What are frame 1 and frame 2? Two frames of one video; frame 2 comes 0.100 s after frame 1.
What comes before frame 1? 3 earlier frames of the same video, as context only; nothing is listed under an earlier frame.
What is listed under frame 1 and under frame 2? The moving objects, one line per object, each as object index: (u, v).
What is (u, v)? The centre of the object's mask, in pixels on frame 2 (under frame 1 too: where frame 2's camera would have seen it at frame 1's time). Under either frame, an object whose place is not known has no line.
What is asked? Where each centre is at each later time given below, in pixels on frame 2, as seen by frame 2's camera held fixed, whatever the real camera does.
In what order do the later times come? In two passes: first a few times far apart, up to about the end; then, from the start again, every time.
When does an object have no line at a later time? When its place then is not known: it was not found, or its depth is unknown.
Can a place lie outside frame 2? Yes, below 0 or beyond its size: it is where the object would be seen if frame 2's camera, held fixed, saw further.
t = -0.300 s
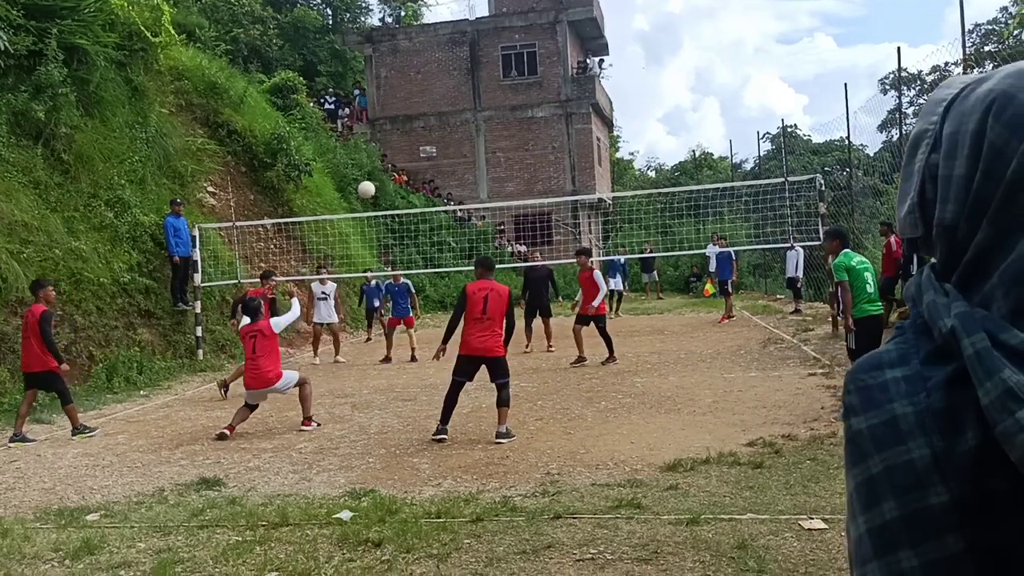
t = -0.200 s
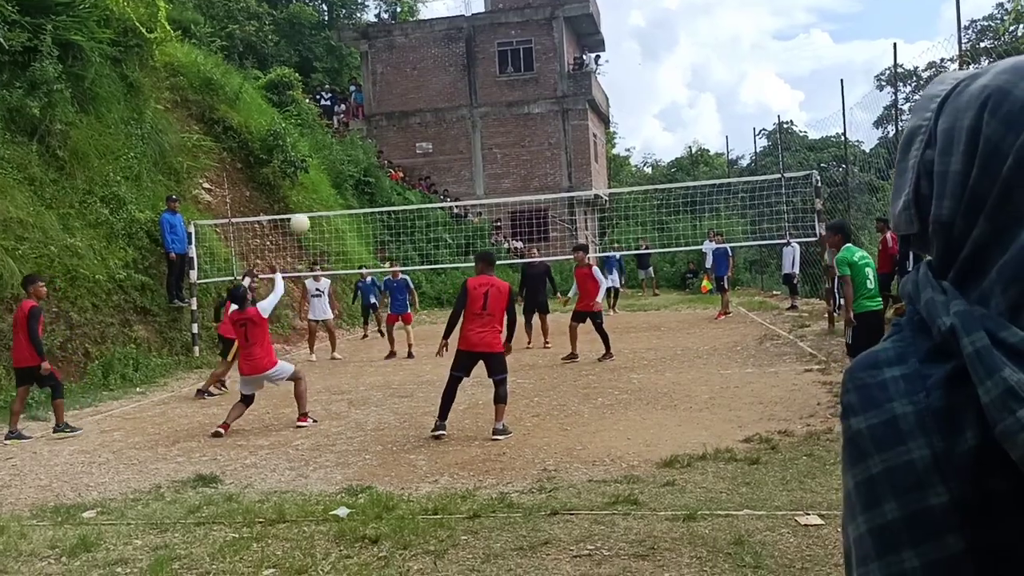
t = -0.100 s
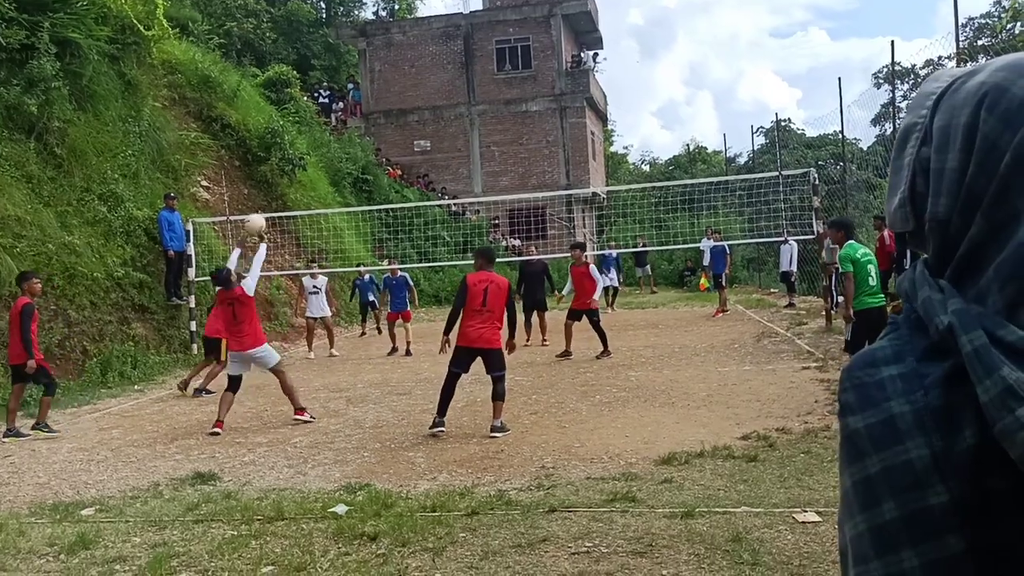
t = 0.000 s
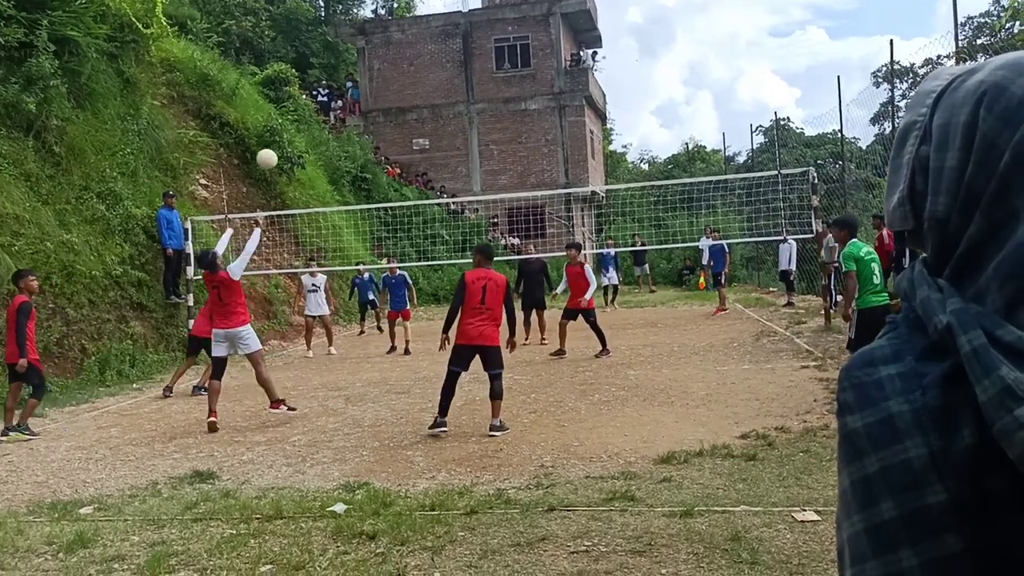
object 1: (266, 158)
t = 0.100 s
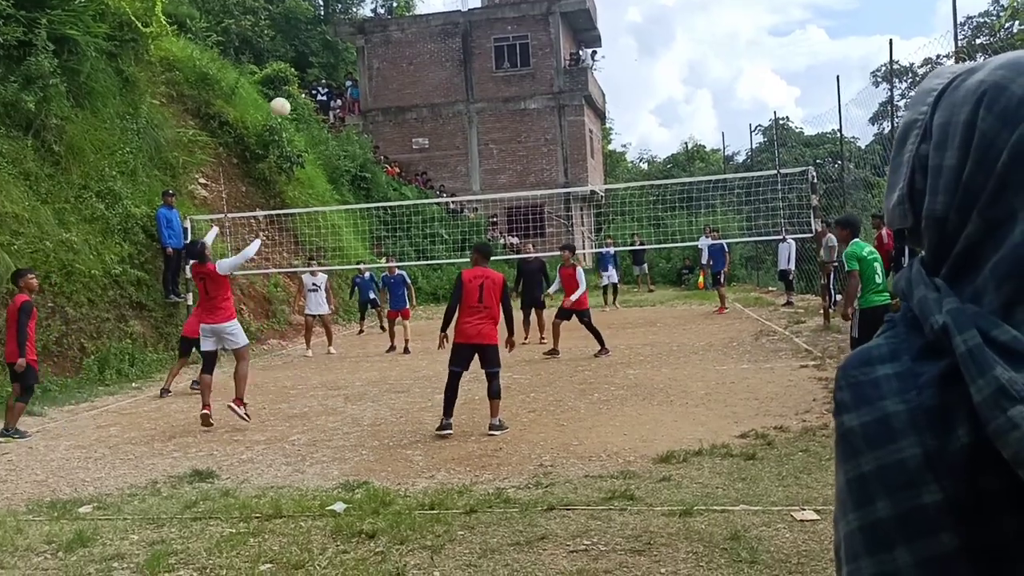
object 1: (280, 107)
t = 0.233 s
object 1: (299, 58)
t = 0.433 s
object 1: (327, 16)
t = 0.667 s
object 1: (360, 16)
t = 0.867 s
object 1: (388, 51)
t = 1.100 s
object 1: (421, 127)
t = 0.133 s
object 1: (284, 93)
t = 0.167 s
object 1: (289, 80)
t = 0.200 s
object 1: (294, 68)
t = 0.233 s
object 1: (299, 58)
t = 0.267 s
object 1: (303, 48)
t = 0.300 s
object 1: (308, 39)
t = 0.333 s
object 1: (313, 32)
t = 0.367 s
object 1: (318, 26)
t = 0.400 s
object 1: (322, 21)
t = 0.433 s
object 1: (327, 16)
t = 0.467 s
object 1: (332, 14)
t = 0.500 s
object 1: (337, 12)
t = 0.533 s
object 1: (342, 11)
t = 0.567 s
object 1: (346, 10)
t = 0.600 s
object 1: (351, 11)
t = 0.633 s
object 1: (355, 13)
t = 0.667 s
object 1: (360, 16)
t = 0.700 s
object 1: (365, 19)
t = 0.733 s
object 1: (369, 23)
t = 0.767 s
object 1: (374, 29)
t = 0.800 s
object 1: (379, 35)
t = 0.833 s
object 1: (383, 42)
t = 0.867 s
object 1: (388, 51)
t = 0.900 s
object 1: (393, 59)
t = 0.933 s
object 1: (397, 68)
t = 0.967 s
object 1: (402, 79)
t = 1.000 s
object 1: (407, 90)
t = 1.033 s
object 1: (411, 102)
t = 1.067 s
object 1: (416, 114)
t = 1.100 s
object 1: (421, 127)
